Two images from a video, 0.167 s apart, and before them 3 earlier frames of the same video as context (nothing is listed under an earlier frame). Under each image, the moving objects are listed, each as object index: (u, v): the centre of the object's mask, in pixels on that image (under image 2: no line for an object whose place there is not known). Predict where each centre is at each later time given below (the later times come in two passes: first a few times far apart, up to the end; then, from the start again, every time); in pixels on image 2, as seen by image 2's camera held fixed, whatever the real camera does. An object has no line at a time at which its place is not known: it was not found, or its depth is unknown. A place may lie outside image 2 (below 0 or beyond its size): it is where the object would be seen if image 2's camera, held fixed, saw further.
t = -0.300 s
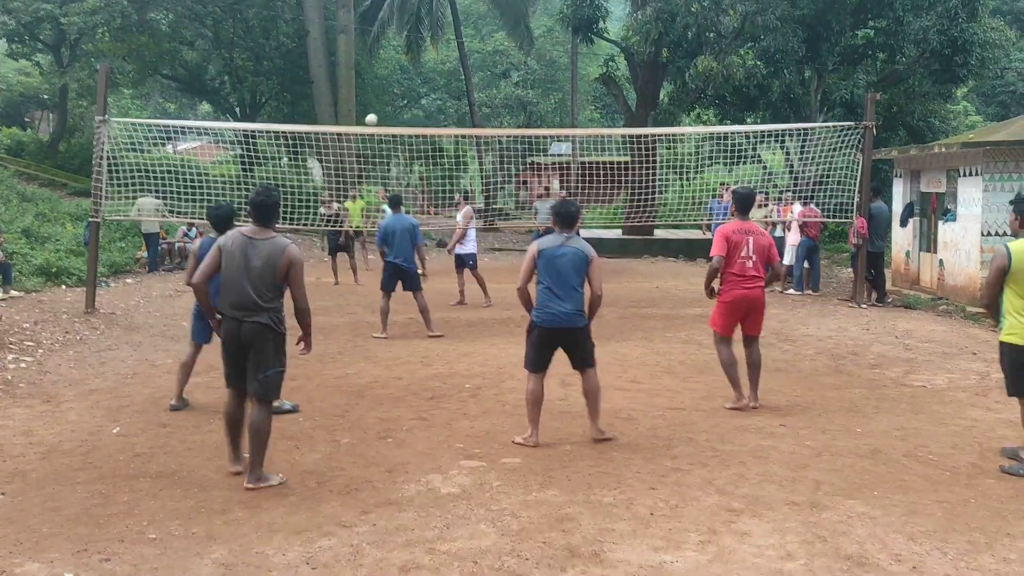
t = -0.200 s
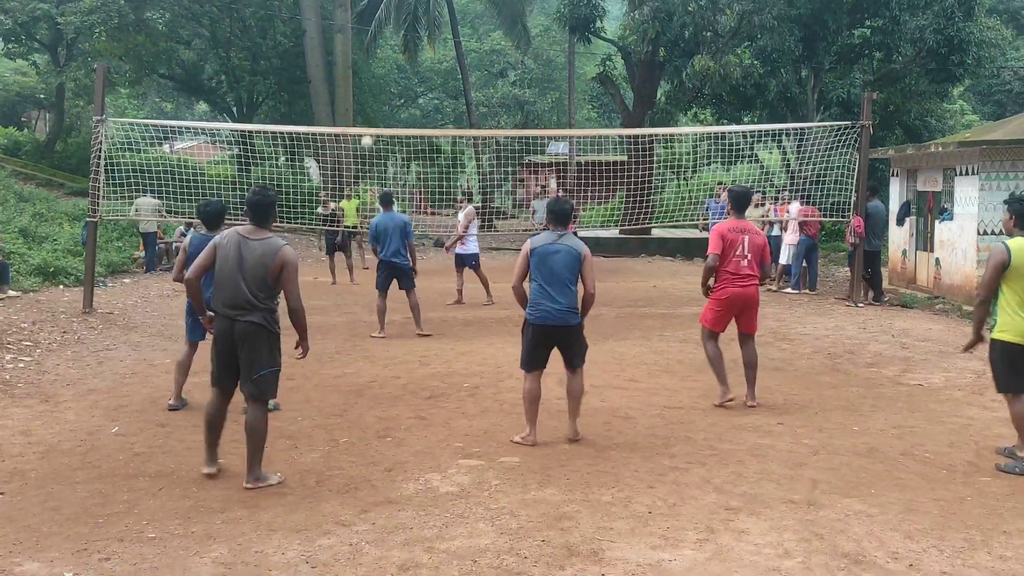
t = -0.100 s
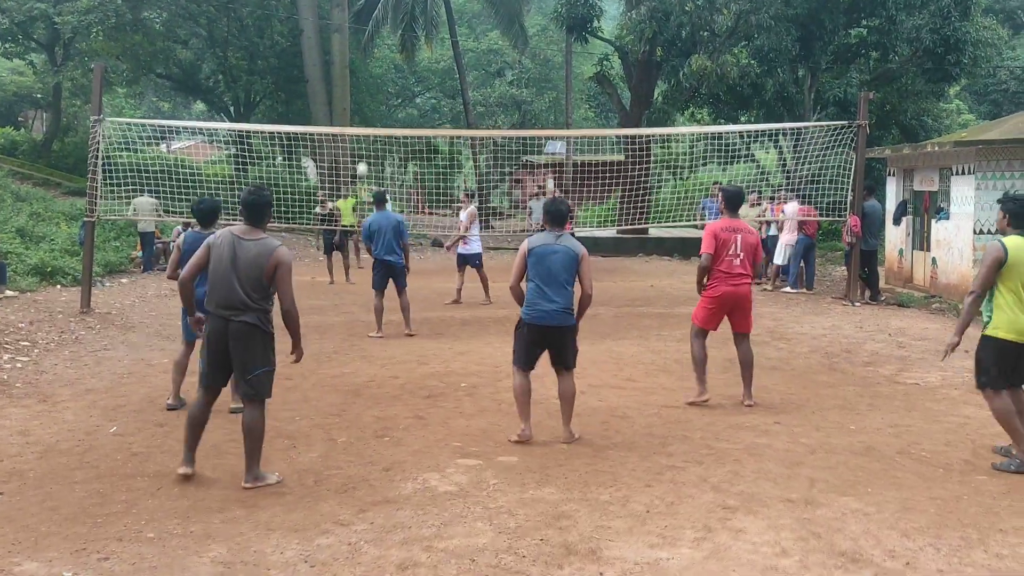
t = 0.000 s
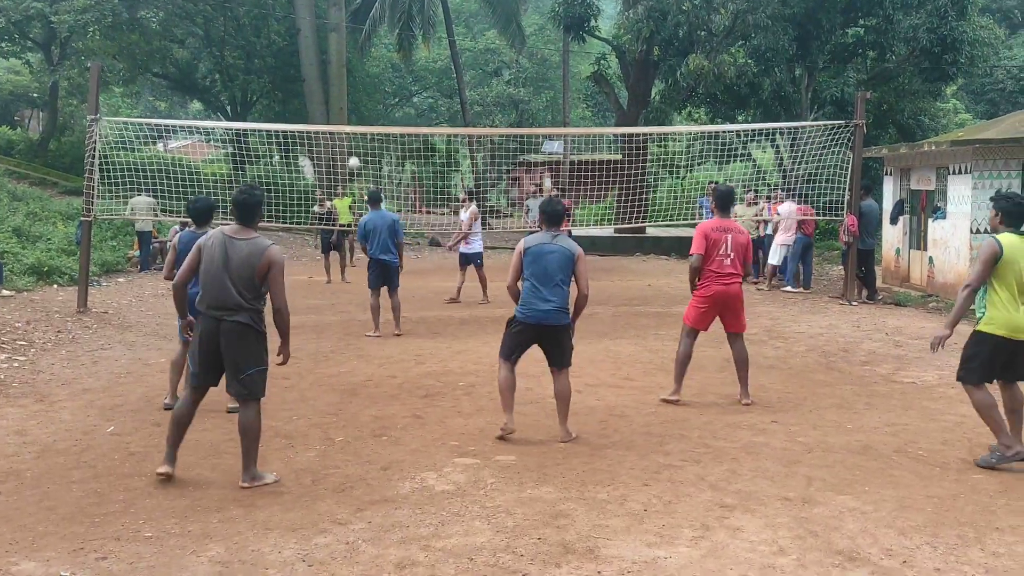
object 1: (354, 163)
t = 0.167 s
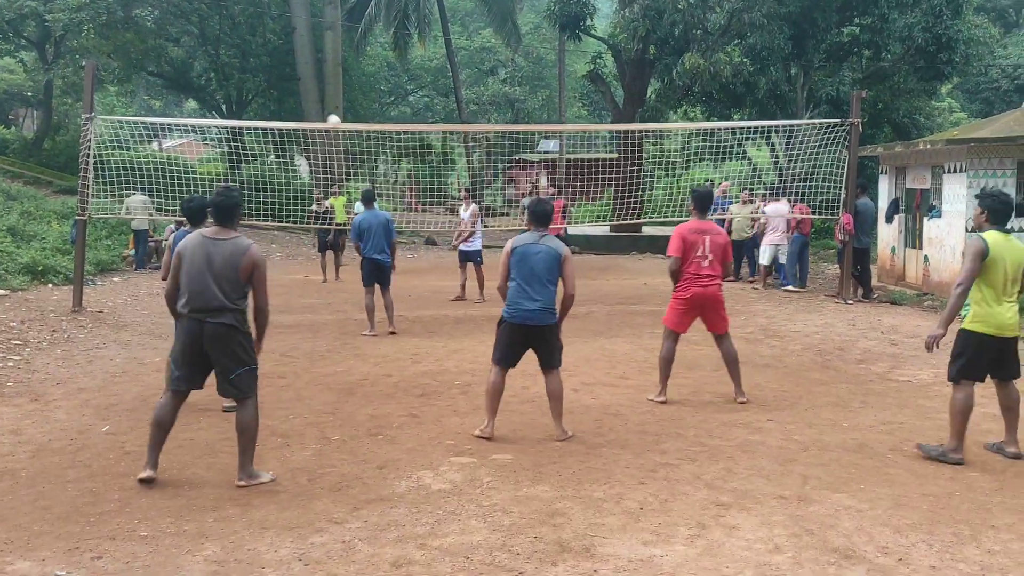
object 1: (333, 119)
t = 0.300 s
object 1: (317, 96)
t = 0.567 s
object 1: (275, 74)
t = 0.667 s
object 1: (251, 82)
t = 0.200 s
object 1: (330, 114)
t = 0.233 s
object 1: (326, 108)
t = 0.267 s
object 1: (322, 102)
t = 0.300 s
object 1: (317, 96)
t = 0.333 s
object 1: (313, 91)
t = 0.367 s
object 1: (308, 86)
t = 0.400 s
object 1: (303, 82)
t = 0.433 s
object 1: (298, 79)
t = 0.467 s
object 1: (293, 77)
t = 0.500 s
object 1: (287, 75)
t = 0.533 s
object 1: (281, 74)
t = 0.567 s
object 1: (275, 74)
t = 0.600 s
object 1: (268, 75)
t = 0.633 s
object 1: (260, 77)
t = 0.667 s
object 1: (251, 82)
